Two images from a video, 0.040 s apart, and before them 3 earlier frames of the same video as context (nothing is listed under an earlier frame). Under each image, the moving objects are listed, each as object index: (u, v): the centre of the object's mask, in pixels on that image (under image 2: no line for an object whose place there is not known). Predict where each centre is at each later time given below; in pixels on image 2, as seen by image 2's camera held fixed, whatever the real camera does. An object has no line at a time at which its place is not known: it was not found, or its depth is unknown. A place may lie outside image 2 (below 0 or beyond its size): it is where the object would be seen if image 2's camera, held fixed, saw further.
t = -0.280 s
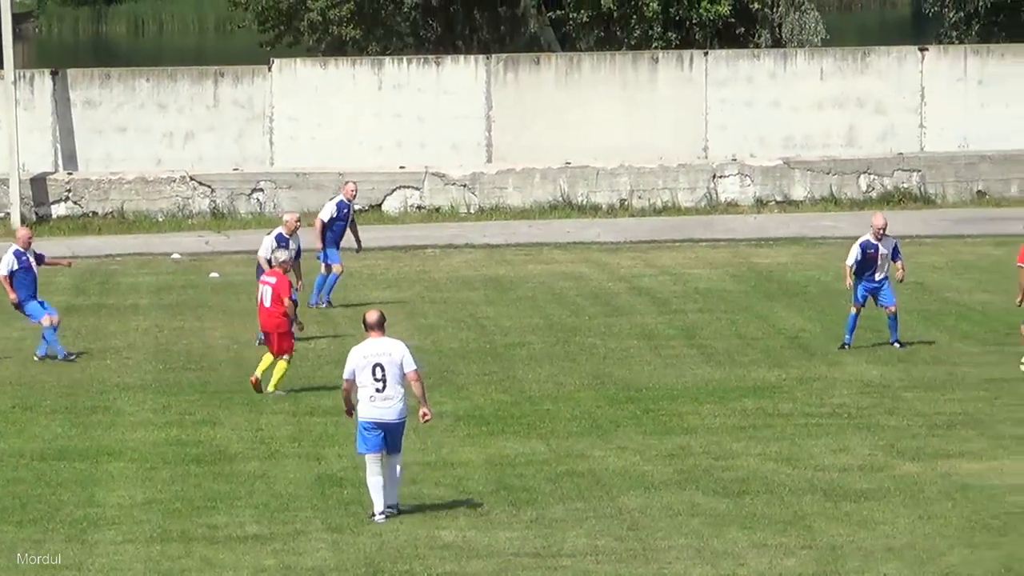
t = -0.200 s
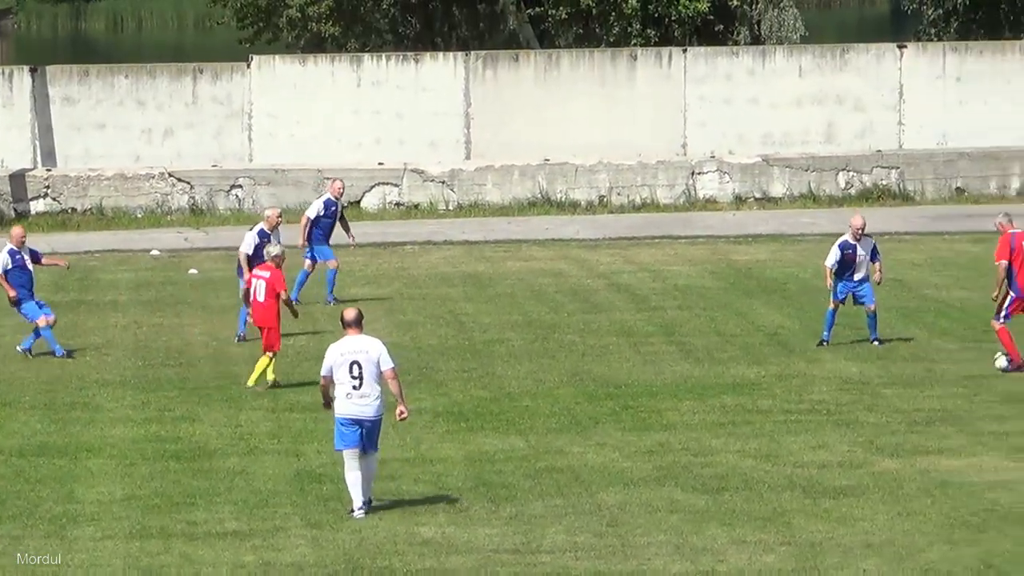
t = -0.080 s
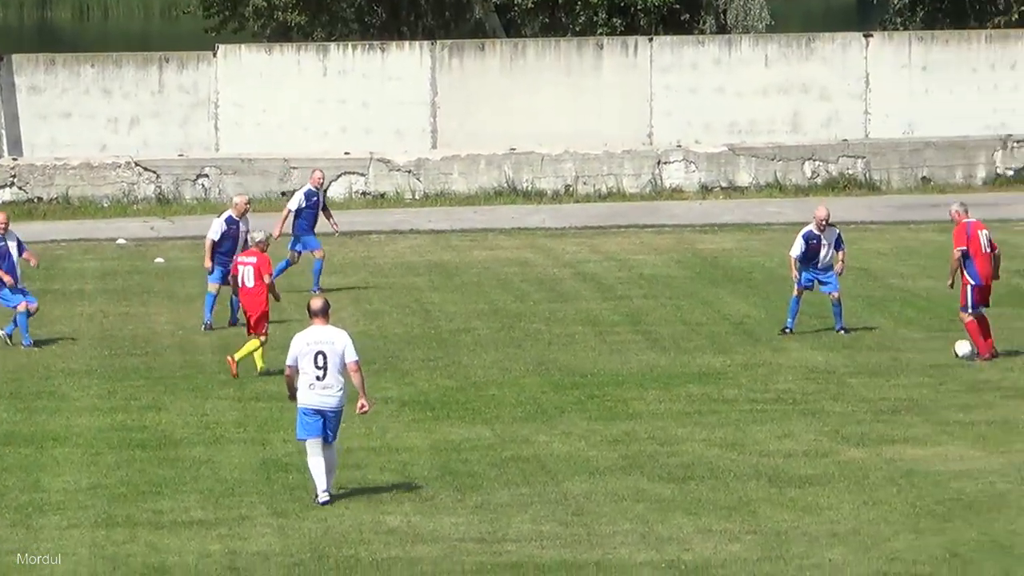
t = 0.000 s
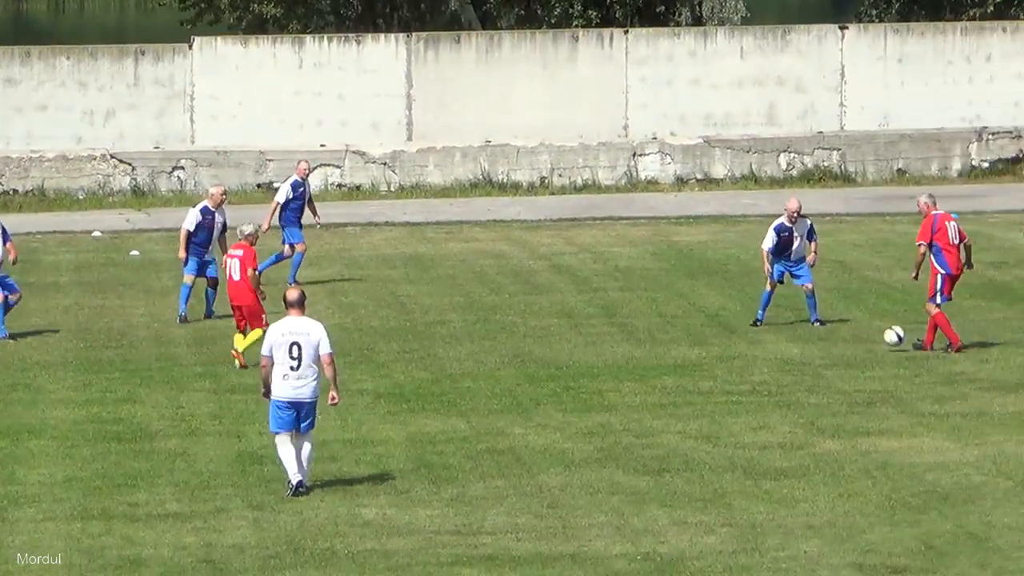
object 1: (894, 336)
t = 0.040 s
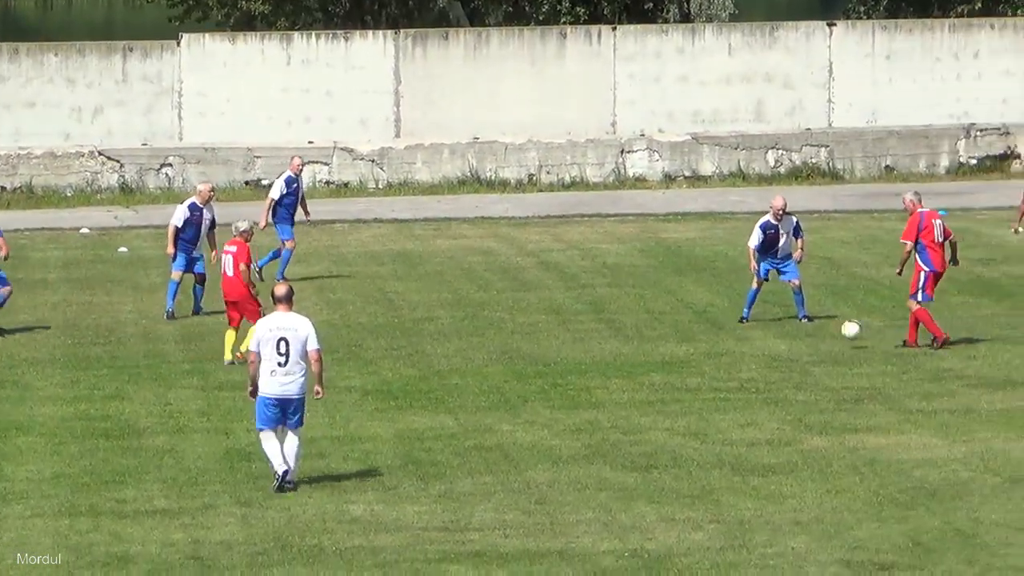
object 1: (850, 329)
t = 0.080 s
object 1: (820, 327)
